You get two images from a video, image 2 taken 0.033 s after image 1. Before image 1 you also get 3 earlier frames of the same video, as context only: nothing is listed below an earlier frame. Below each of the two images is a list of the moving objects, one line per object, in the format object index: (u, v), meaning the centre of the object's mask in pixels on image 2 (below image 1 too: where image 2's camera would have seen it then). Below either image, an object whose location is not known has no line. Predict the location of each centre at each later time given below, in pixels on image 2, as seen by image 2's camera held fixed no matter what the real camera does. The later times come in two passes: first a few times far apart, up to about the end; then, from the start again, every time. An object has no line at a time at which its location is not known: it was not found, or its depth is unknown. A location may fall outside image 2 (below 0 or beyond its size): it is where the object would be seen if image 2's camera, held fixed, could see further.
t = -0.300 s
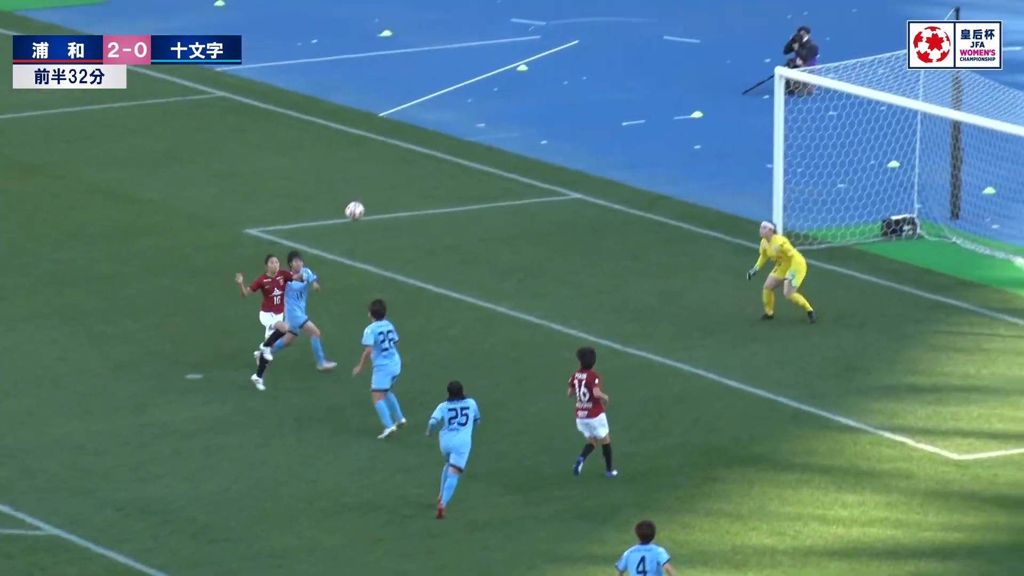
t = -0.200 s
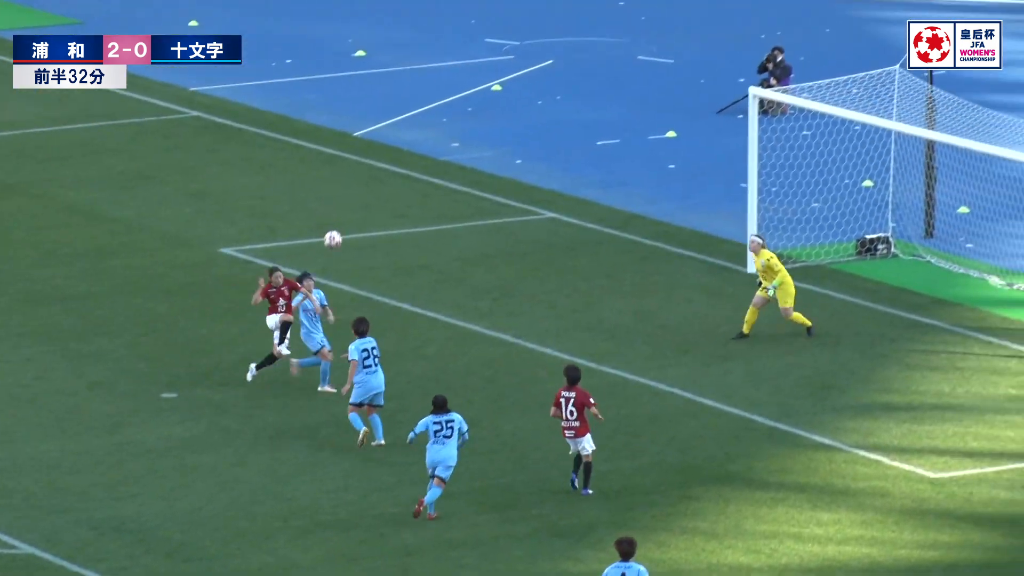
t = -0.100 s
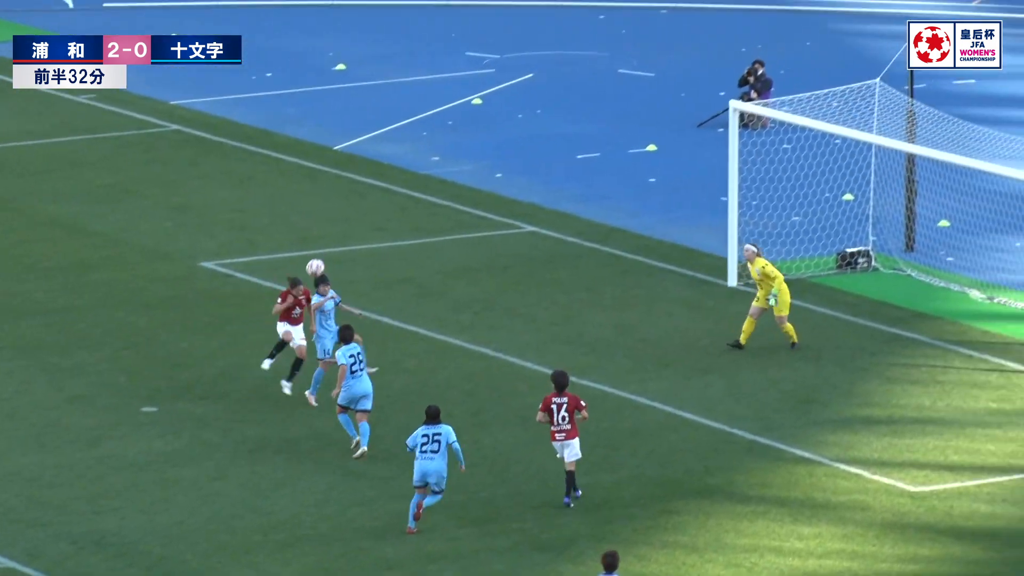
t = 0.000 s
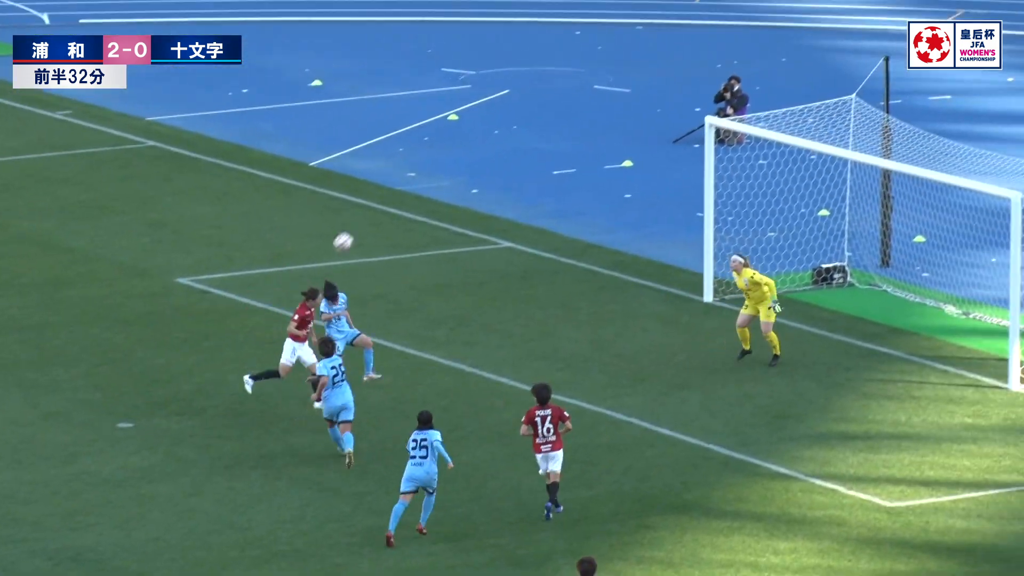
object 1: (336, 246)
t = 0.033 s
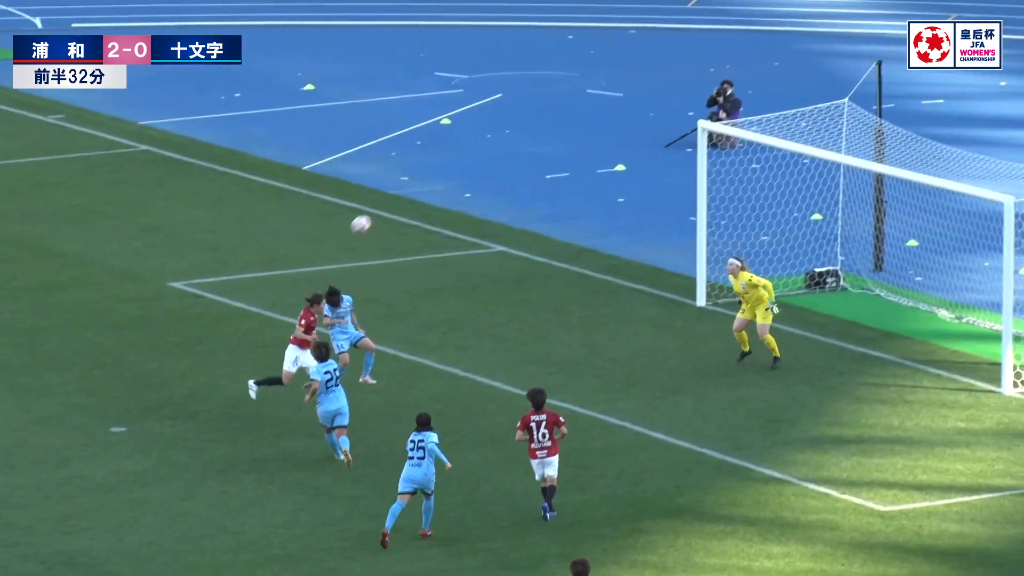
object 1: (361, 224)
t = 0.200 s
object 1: (480, 130)
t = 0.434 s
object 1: (637, 34)
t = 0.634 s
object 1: (763, -12)
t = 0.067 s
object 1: (386, 204)
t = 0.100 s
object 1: (409, 184)
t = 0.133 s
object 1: (433, 165)
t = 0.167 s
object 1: (456, 147)
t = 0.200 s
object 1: (480, 130)
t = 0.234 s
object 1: (502, 113)
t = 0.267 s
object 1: (525, 98)
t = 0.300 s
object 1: (548, 83)
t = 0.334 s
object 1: (571, 69)
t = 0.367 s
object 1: (593, 56)
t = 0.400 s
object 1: (616, 45)
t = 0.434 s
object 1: (637, 34)
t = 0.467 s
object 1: (658, 24)
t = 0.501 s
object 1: (680, 15)
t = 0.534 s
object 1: (701, 6)
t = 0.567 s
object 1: (721, 0)
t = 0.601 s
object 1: (742, -6)
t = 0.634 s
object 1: (763, -12)
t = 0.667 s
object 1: (784, -17)
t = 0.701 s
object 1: (804, -21)
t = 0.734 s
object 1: (823, -24)
